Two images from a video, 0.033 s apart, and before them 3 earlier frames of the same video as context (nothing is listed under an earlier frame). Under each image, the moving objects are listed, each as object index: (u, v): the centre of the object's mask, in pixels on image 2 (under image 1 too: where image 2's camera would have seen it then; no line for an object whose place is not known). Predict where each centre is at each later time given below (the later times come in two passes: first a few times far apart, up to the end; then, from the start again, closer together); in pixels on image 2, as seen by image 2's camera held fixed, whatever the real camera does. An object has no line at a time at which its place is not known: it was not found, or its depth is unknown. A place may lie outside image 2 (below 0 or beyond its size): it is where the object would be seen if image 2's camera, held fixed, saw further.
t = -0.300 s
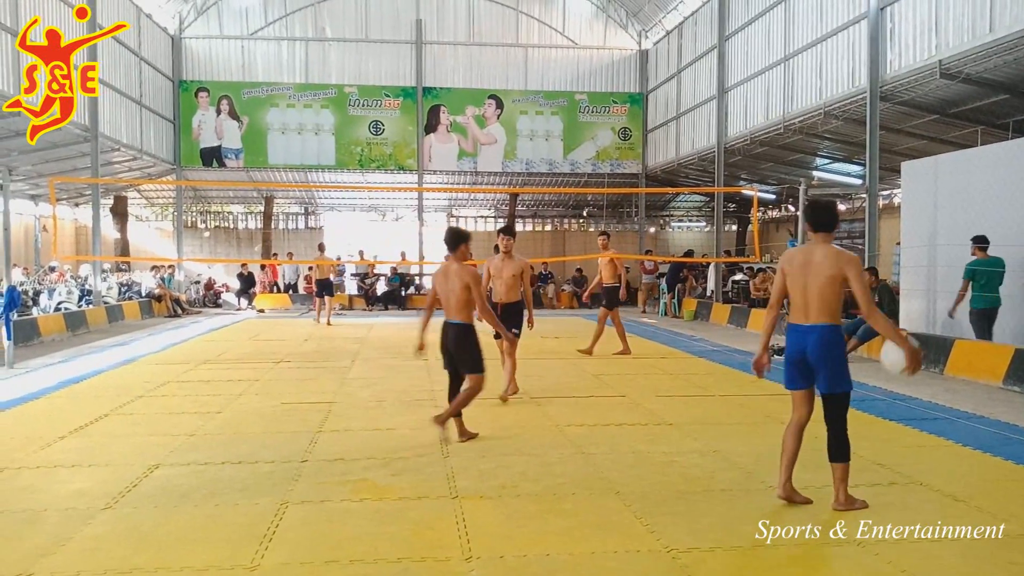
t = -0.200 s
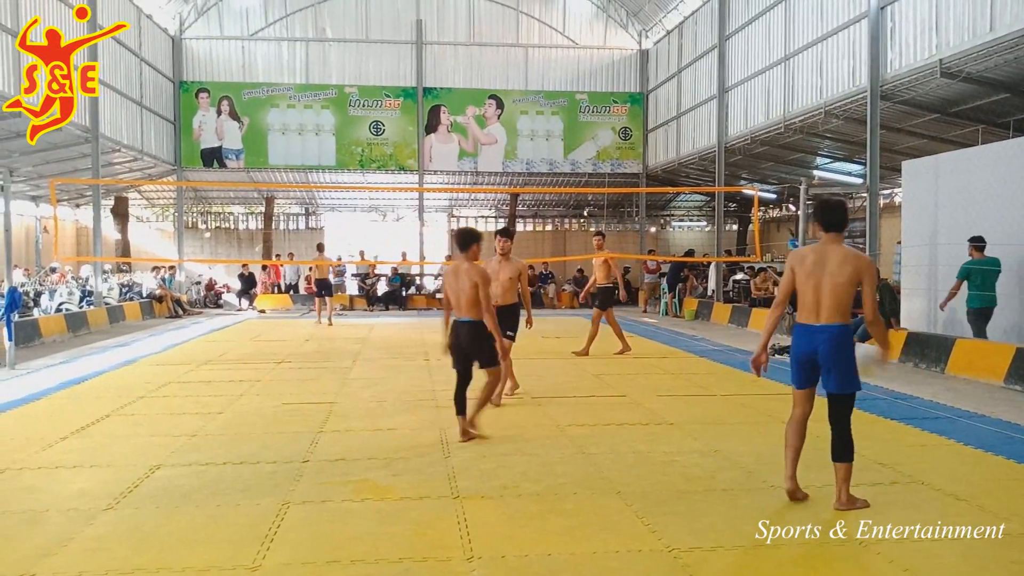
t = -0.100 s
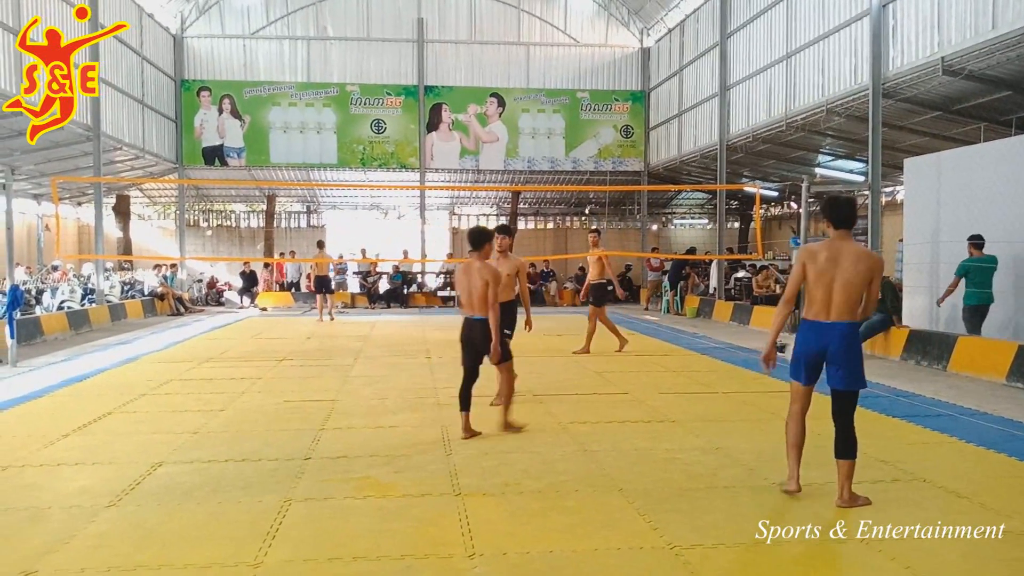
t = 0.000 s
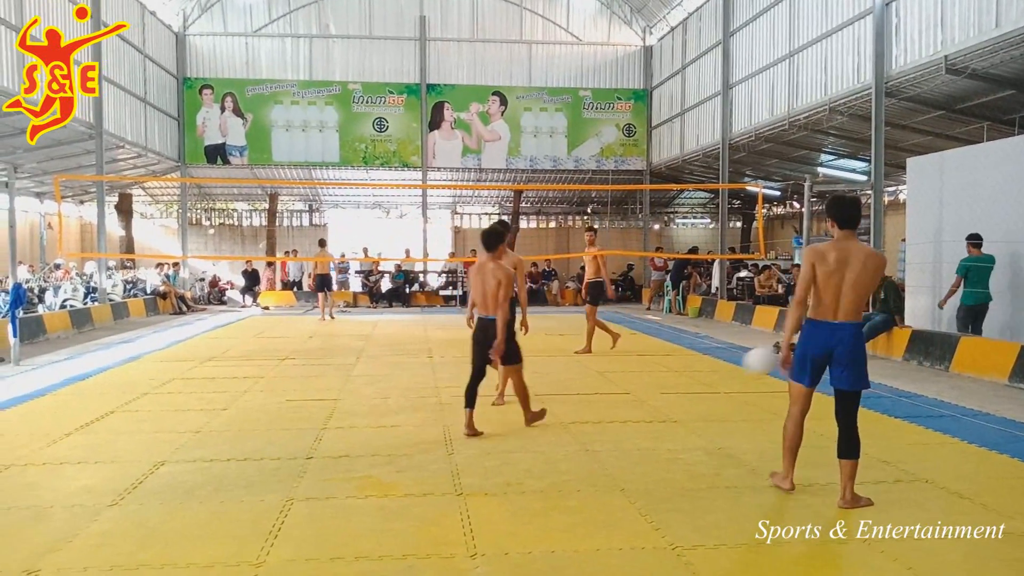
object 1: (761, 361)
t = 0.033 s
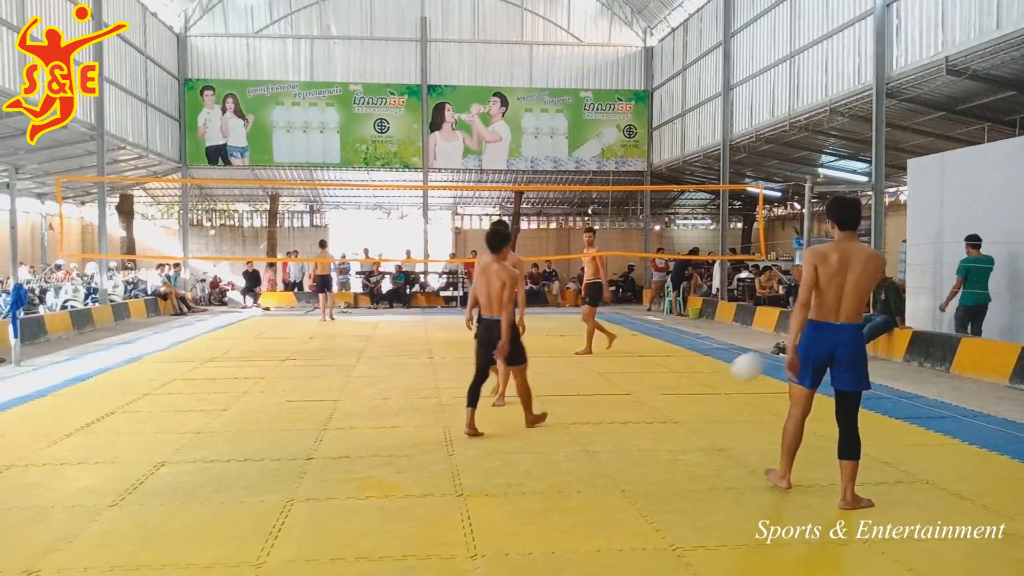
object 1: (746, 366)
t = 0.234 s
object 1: (683, 384)
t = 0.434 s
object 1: (644, 341)
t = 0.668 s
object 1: (607, 343)
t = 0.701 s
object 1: (603, 348)
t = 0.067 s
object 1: (734, 372)
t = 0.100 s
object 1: (722, 380)
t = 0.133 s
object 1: (711, 388)
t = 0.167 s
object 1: (701, 397)
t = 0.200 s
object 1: (691, 397)
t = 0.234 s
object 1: (683, 384)
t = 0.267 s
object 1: (676, 373)
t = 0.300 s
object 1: (669, 365)
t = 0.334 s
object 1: (663, 356)
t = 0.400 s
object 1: (650, 344)
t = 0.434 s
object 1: (644, 341)
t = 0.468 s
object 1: (639, 338)
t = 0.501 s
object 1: (633, 336)
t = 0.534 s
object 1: (628, 336)
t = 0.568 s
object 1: (623, 337)
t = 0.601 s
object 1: (618, 338)
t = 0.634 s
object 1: (613, 340)
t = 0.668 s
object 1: (607, 343)
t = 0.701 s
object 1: (603, 348)
